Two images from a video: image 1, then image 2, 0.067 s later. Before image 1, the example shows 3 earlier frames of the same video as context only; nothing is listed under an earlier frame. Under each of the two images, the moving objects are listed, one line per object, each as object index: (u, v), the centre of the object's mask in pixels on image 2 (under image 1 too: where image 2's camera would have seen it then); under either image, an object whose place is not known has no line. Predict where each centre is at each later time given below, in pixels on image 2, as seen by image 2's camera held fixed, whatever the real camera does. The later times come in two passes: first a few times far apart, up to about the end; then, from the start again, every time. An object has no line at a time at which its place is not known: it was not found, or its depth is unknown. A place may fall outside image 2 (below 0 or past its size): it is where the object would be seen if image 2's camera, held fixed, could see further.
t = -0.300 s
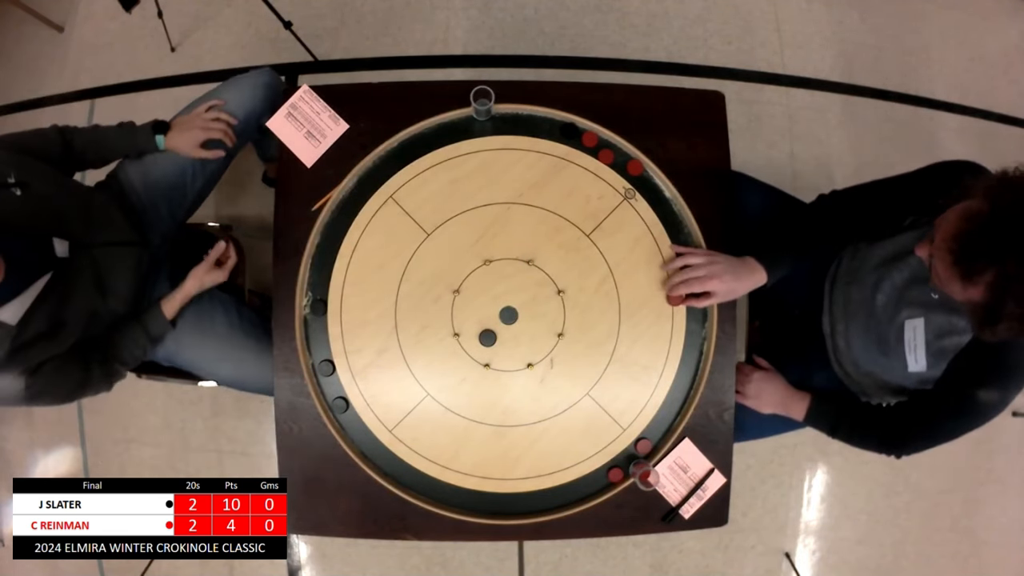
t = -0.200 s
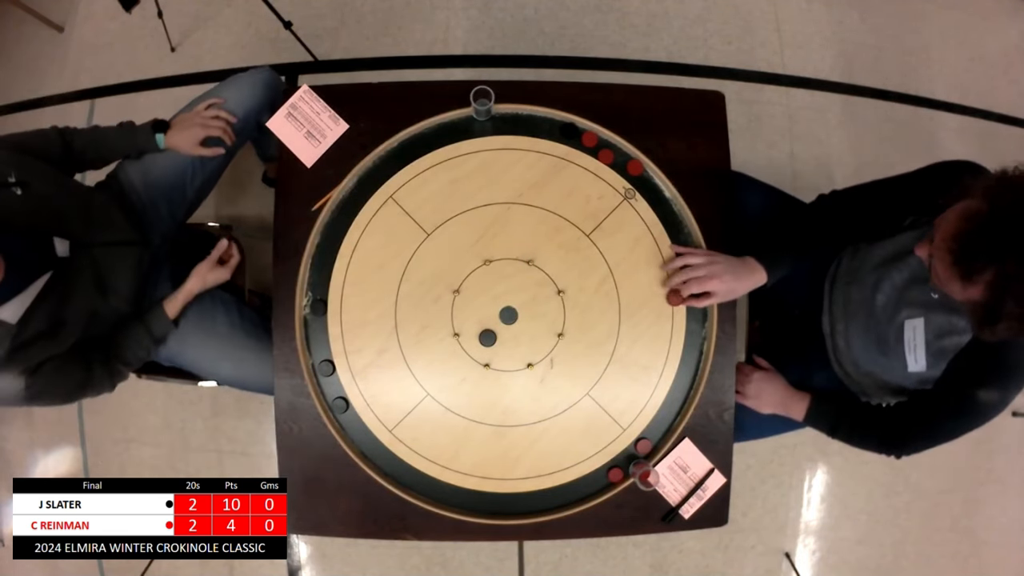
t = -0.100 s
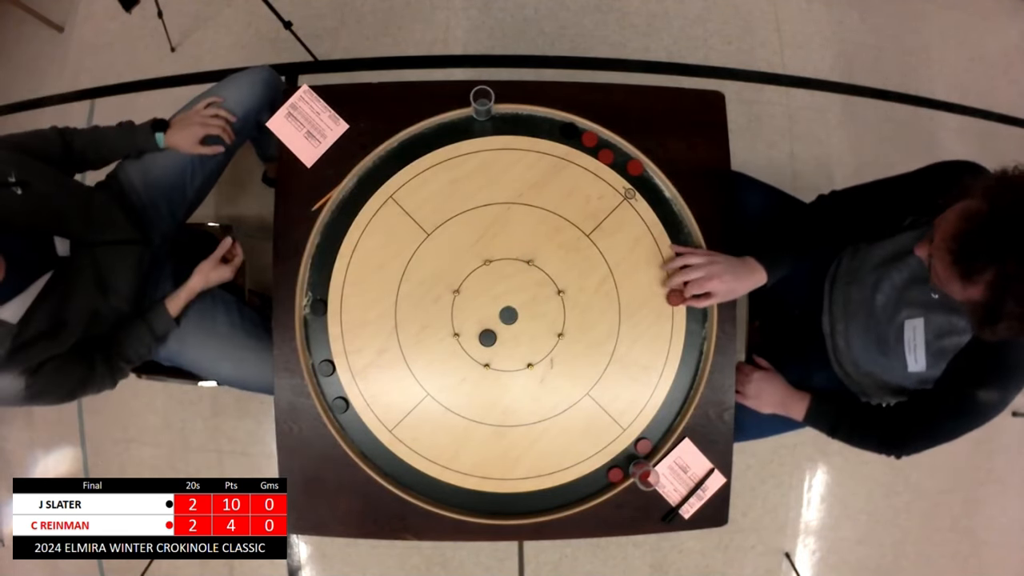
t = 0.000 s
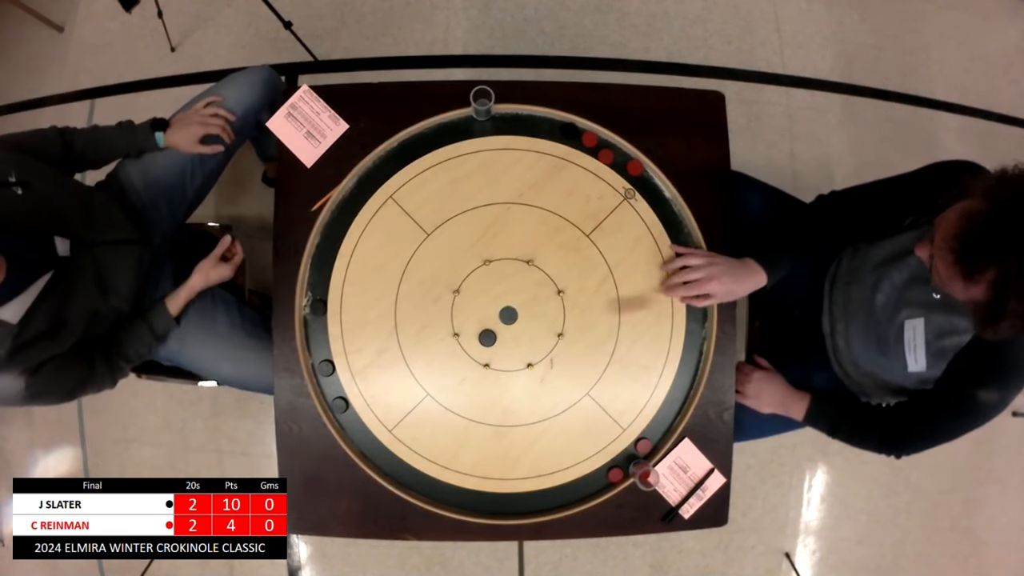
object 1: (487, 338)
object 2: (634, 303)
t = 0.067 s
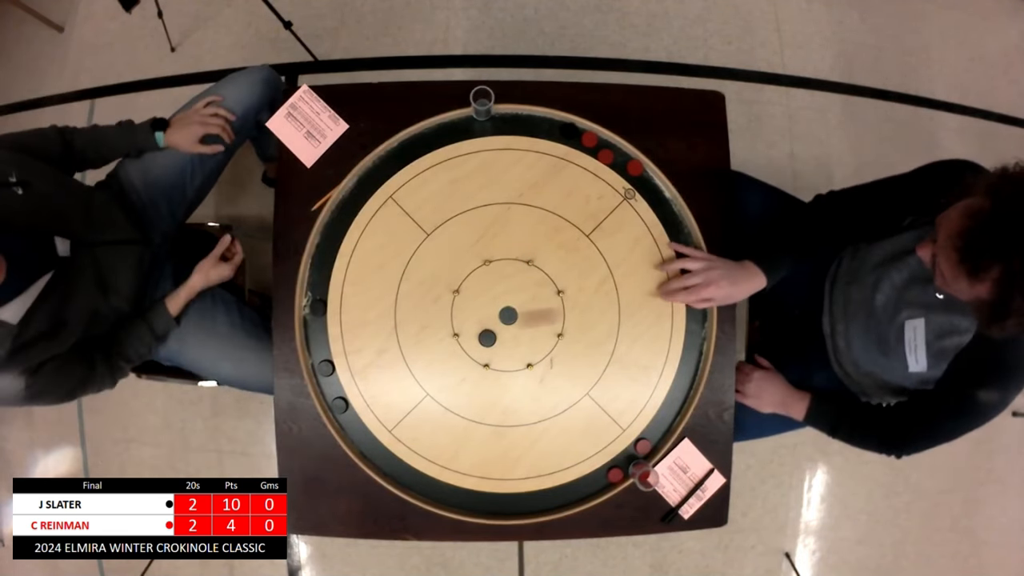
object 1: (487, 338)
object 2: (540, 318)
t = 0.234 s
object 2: (447, 309)
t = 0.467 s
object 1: (383, 456)
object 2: (429, 246)
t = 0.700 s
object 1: (383, 457)
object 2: (420, 210)
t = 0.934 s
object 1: (382, 457)
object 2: (419, 197)
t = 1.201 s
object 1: (382, 458)
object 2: (418, 195)
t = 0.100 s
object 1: (486, 339)
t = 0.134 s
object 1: (463, 366)
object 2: (467, 308)
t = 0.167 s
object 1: (447, 385)
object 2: (454, 316)
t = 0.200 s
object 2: (450, 321)
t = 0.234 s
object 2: (447, 309)
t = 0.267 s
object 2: (445, 297)
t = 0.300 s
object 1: (381, 461)
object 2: (442, 287)
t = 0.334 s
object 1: (383, 457)
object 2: (439, 279)
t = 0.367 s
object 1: (382, 458)
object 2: (437, 270)
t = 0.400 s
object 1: (381, 459)
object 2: (434, 262)
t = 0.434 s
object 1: (382, 457)
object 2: (431, 254)
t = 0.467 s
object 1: (383, 456)
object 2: (429, 246)
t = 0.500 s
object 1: (383, 456)
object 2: (427, 239)
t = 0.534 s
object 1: (383, 456)
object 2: (425, 233)
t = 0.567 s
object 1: (383, 457)
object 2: (424, 227)
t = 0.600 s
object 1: (383, 457)
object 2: (422, 222)
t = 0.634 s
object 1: (383, 457)
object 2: (421, 217)
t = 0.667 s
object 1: (382, 457)
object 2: (420, 213)
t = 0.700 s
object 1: (383, 457)
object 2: (420, 210)
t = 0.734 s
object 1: (383, 457)
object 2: (419, 206)
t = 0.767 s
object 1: (383, 456)
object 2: (419, 204)
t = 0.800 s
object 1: (383, 456)
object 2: (418, 201)
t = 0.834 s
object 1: (383, 456)
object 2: (419, 200)
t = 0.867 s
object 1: (383, 456)
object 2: (419, 198)
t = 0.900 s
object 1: (383, 456)
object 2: (419, 198)
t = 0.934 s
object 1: (382, 457)
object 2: (419, 197)
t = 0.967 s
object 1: (382, 457)
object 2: (419, 197)
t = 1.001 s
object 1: (382, 457)
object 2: (419, 196)
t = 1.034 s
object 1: (382, 457)
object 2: (419, 195)
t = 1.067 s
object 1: (382, 457)
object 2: (419, 196)
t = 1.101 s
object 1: (382, 457)
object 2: (419, 195)
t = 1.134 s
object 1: (382, 457)
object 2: (419, 195)
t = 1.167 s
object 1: (382, 457)
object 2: (418, 195)
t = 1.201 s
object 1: (382, 458)
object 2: (418, 195)
